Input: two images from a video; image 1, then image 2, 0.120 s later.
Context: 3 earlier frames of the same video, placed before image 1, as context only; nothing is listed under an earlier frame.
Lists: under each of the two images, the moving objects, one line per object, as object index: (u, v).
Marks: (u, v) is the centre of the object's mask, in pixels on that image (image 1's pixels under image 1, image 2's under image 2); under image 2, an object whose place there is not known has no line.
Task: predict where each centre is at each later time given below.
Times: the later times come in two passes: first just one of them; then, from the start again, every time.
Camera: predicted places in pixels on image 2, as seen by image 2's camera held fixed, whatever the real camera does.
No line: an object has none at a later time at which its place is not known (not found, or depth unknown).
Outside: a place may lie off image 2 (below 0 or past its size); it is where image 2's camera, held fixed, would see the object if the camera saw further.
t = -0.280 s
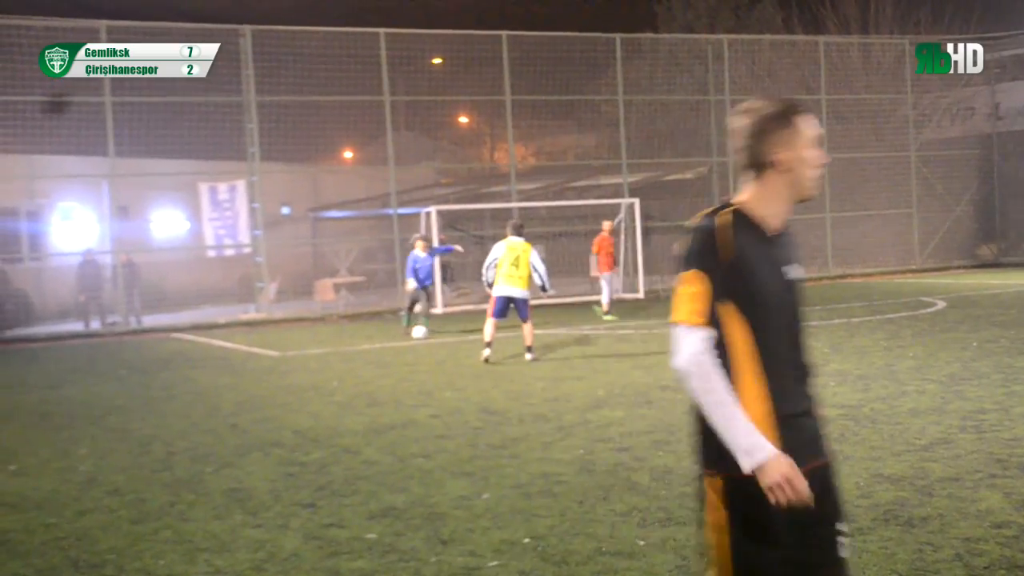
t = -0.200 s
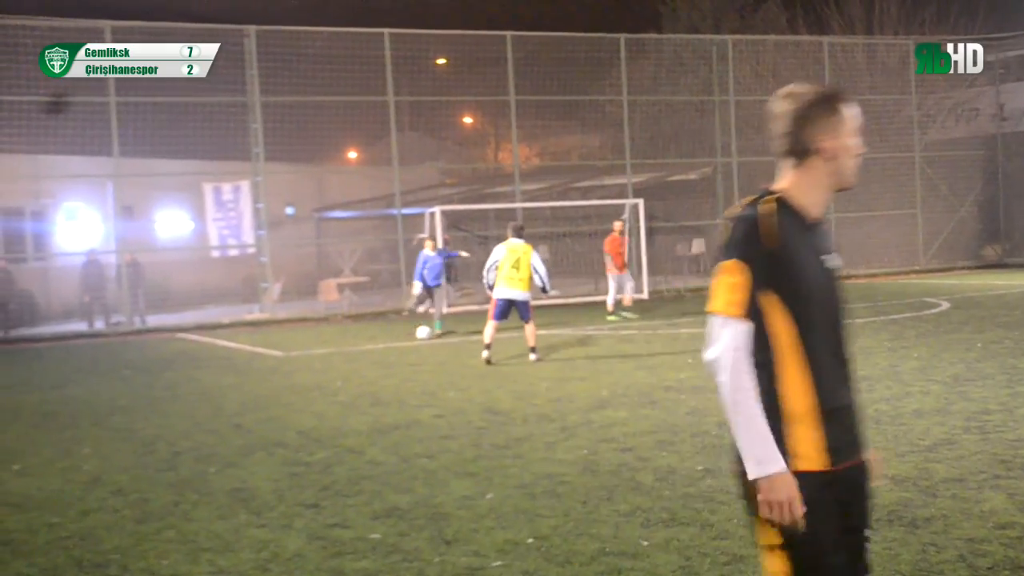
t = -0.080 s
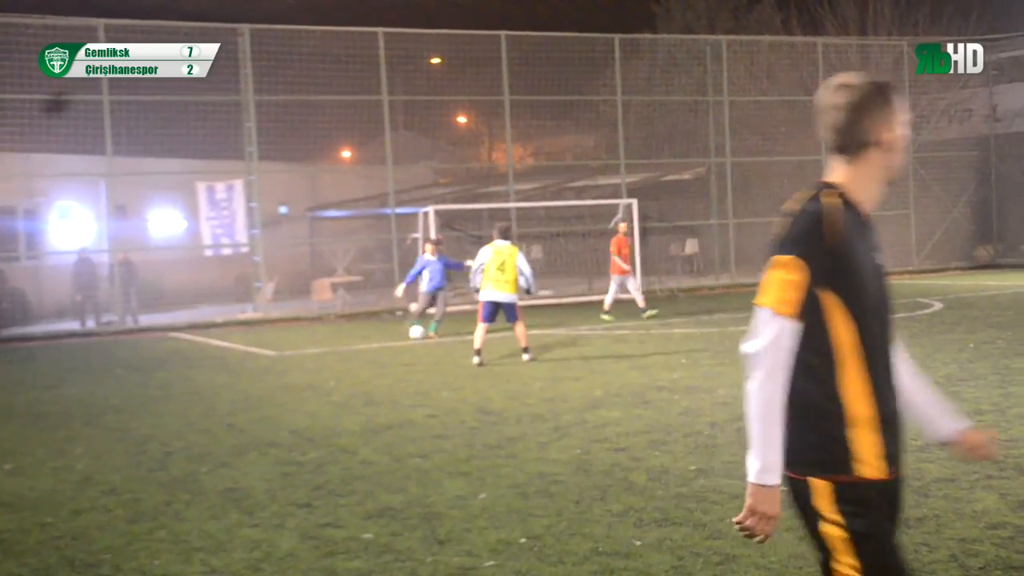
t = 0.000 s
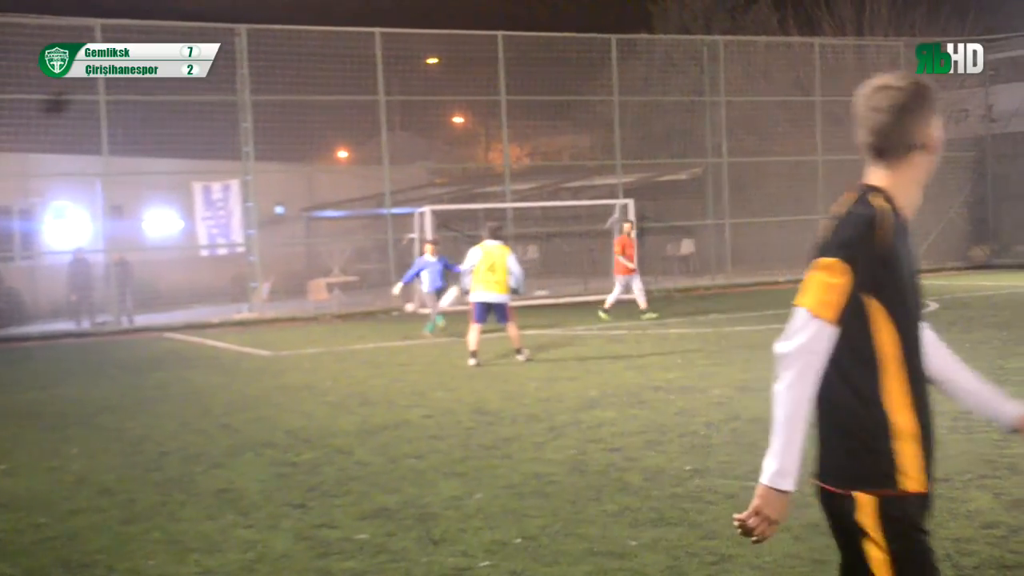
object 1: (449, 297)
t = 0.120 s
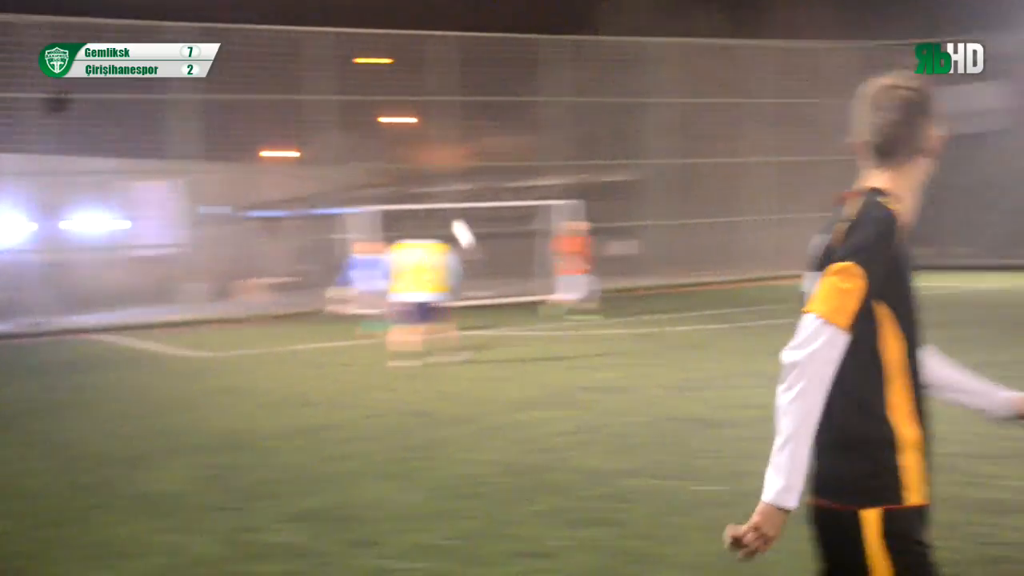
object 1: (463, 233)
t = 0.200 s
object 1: (519, 189)
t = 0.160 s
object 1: (491, 212)
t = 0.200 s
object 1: (519, 189)
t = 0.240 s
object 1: (547, 167)
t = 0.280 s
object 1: (574, 146)
